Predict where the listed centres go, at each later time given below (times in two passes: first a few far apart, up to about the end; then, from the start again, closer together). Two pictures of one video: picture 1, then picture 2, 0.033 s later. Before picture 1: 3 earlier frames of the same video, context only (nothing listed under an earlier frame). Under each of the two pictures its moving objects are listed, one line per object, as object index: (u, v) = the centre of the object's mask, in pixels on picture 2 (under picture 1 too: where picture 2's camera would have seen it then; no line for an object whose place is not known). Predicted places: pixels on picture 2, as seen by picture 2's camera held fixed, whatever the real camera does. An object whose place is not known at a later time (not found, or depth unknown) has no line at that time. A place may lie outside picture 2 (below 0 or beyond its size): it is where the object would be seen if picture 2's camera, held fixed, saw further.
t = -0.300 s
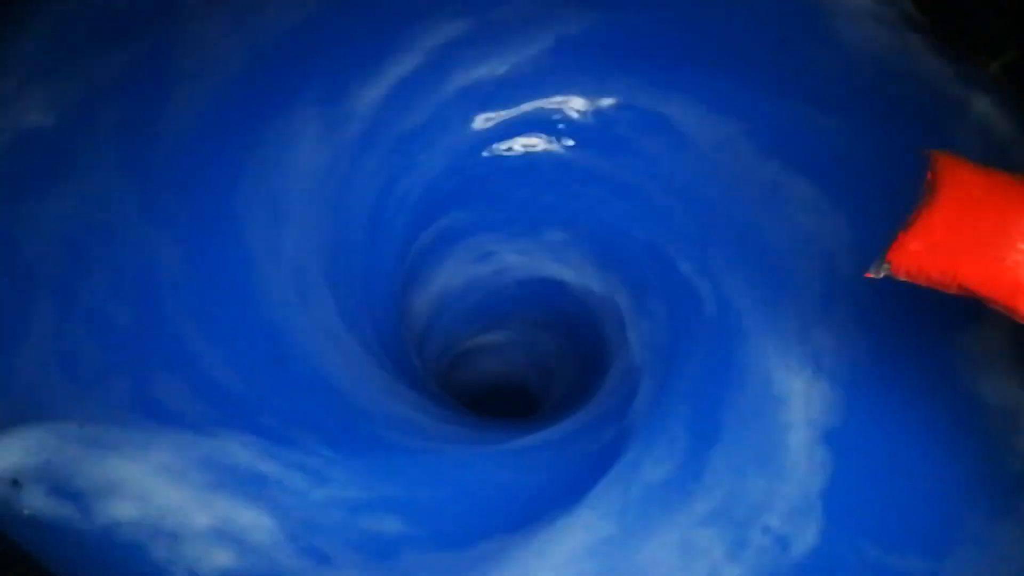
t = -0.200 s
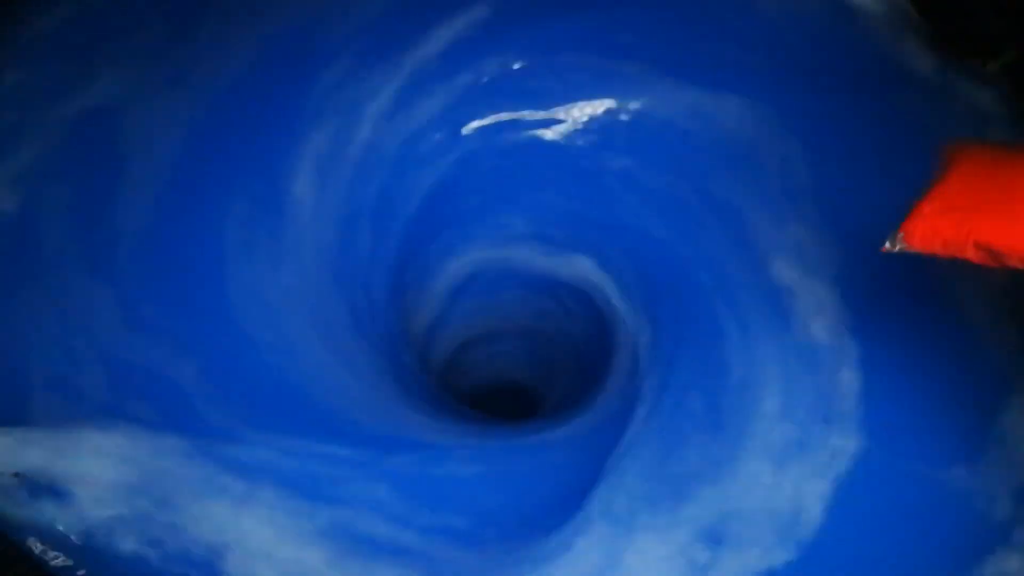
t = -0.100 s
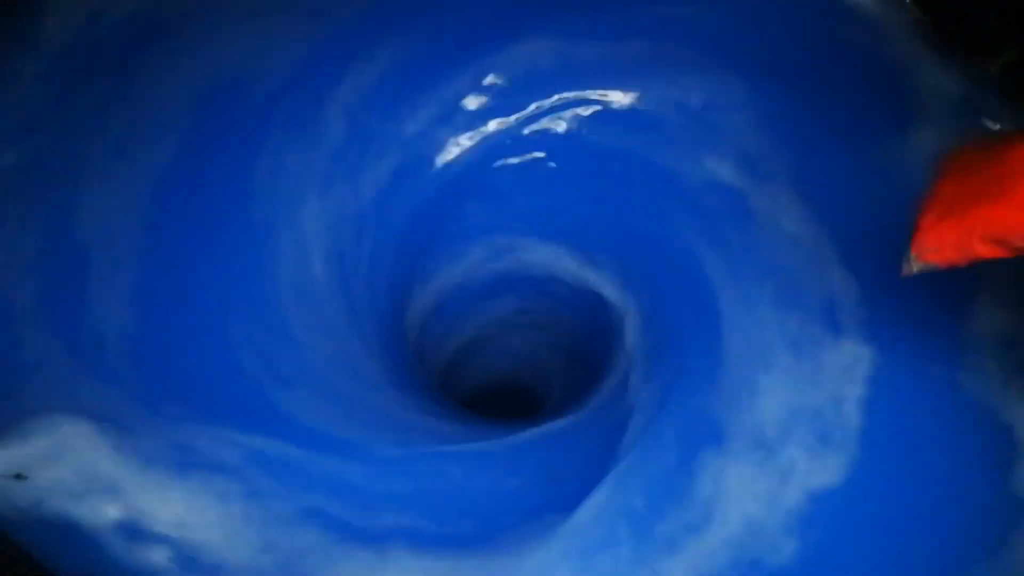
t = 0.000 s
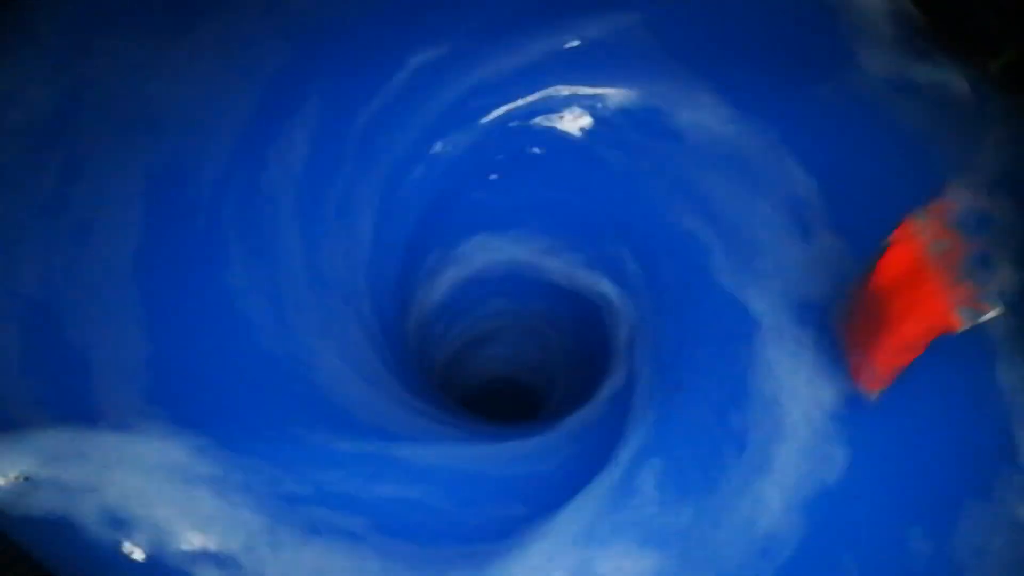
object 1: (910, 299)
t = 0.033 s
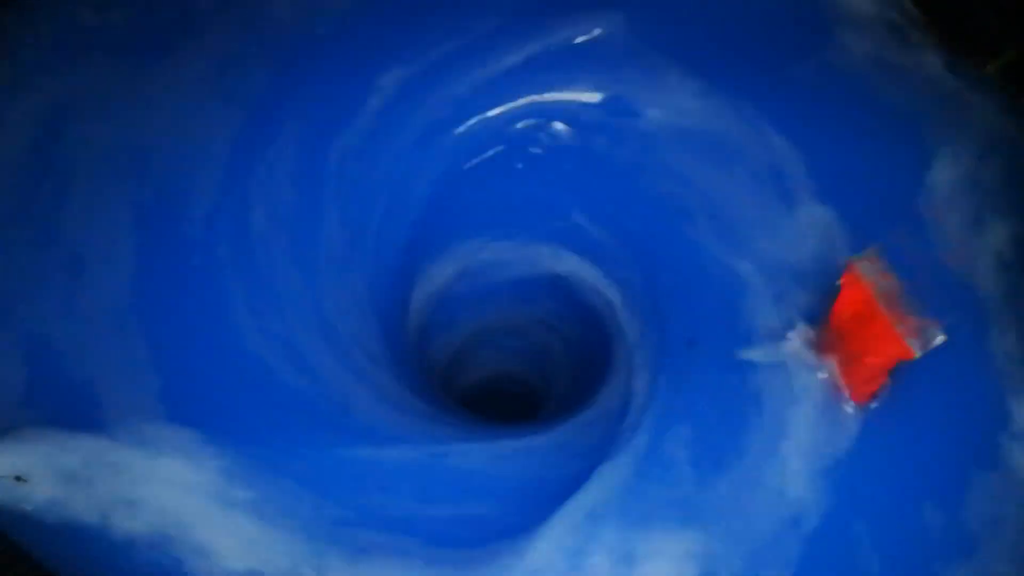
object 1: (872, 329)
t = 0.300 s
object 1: (757, 105)
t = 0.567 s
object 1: (539, 17)
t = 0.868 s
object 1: (288, 101)
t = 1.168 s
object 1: (338, 432)
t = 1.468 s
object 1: (738, 324)
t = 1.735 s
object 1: (540, 67)
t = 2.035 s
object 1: (239, 208)
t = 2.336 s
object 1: (400, 508)
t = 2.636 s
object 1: (703, 379)
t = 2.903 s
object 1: (466, 207)
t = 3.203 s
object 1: (461, 349)
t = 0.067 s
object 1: (863, 320)
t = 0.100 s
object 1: (855, 295)
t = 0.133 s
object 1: (855, 255)
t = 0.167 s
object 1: (828, 209)
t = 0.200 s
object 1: (815, 186)
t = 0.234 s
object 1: (796, 154)
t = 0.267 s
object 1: (778, 128)
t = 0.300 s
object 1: (757, 105)
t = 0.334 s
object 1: (733, 81)
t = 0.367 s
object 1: (709, 60)
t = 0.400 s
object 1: (682, 42)
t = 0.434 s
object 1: (652, 31)
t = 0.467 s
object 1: (620, 25)
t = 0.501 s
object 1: (588, 21)
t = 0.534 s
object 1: (555, 18)
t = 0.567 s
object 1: (539, 17)
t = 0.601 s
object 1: (509, 18)
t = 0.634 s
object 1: (477, 18)
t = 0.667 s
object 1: (447, 20)
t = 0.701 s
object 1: (415, 24)
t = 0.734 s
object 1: (388, 32)
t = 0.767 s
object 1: (361, 42)
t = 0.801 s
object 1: (336, 56)
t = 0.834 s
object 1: (311, 76)
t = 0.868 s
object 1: (288, 101)
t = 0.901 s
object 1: (268, 129)
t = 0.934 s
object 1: (251, 160)
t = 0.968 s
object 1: (240, 193)
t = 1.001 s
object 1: (235, 232)
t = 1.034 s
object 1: (236, 273)
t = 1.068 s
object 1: (248, 317)
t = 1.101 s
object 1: (267, 357)
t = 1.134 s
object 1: (296, 395)
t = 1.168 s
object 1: (338, 432)
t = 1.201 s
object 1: (391, 460)
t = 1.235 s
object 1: (447, 484)
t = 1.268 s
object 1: (496, 488)
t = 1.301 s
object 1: (553, 483)
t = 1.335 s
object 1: (617, 469)
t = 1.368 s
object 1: (664, 439)
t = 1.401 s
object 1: (698, 401)
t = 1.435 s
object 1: (723, 363)
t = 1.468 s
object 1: (738, 324)
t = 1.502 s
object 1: (739, 282)
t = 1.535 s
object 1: (730, 239)
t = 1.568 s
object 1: (714, 199)
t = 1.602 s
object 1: (689, 161)
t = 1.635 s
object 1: (658, 129)
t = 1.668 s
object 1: (623, 101)
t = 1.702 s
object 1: (581, 80)
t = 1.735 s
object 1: (540, 67)
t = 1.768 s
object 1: (499, 61)
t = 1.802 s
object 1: (456, 62)
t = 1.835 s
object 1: (416, 69)
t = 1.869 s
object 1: (375, 80)
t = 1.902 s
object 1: (339, 97)
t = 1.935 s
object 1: (308, 116)
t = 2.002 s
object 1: (253, 180)
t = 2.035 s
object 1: (239, 208)
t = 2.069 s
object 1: (228, 247)
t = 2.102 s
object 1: (223, 287)
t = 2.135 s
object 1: (225, 328)
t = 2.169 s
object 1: (234, 366)
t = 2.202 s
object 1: (253, 401)
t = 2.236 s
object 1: (279, 431)
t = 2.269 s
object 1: (315, 460)
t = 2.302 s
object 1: (355, 487)
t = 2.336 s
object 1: (400, 508)
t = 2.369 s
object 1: (446, 522)
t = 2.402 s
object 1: (491, 529)
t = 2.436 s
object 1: (535, 529)
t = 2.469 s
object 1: (575, 513)
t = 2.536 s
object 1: (642, 474)
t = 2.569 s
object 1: (668, 445)
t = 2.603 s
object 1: (690, 416)
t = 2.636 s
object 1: (703, 379)
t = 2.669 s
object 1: (706, 341)
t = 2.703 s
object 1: (699, 301)
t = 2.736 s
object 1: (684, 267)
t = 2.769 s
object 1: (655, 234)
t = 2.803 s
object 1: (621, 208)
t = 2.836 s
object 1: (575, 190)
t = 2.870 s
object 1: (523, 184)
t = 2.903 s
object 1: (466, 207)
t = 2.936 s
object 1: (430, 243)
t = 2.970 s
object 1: (415, 309)
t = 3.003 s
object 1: (438, 363)
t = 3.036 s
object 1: (488, 397)
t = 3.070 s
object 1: (536, 396)
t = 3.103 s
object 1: (563, 363)
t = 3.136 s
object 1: (538, 329)
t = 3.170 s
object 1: (494, 322)
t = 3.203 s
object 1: (461, 349)
